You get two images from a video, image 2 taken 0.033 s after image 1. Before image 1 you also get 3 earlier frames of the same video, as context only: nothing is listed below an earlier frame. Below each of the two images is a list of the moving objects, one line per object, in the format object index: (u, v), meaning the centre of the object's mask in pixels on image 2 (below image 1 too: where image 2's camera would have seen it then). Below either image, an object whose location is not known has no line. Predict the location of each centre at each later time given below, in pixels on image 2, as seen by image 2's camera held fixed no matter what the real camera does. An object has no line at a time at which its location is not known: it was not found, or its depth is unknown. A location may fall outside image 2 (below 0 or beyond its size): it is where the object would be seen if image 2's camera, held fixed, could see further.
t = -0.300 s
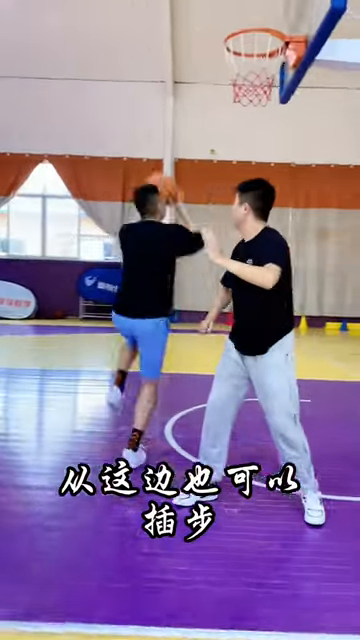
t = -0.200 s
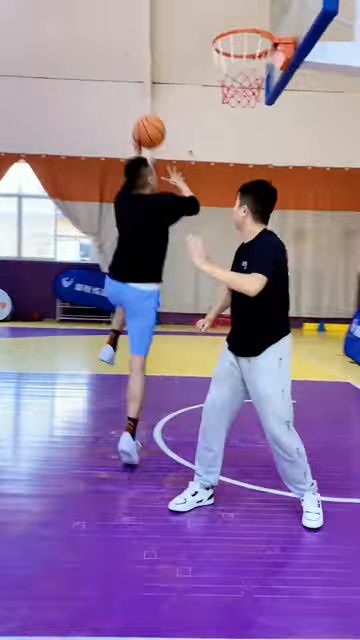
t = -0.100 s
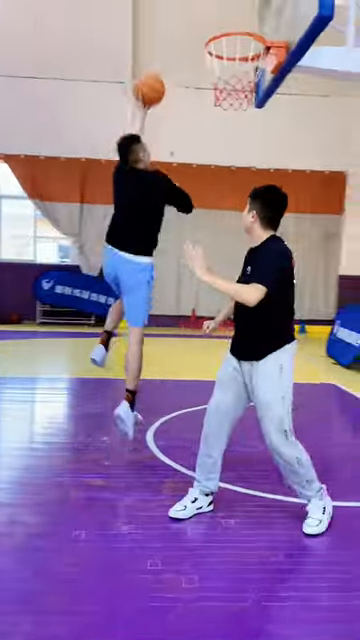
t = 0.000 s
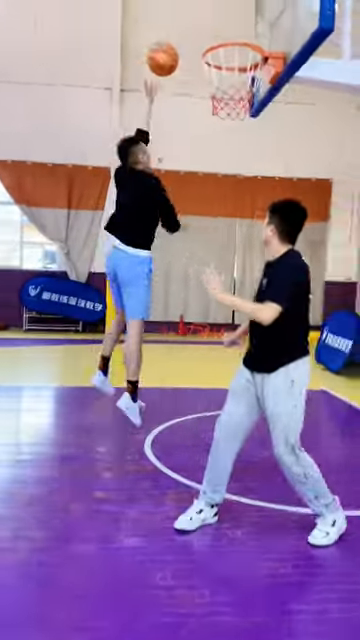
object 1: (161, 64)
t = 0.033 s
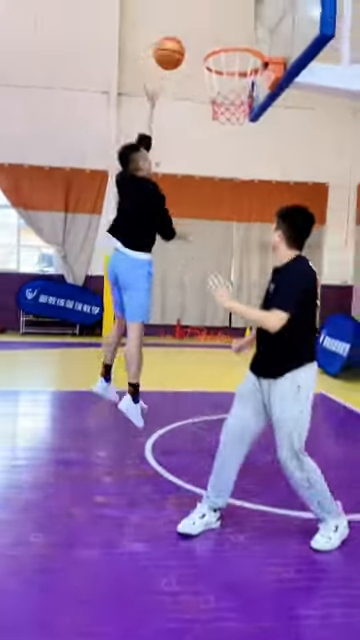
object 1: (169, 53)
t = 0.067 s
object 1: (176, 43)
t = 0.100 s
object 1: (183, 35)
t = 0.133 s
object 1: (190, 28)
